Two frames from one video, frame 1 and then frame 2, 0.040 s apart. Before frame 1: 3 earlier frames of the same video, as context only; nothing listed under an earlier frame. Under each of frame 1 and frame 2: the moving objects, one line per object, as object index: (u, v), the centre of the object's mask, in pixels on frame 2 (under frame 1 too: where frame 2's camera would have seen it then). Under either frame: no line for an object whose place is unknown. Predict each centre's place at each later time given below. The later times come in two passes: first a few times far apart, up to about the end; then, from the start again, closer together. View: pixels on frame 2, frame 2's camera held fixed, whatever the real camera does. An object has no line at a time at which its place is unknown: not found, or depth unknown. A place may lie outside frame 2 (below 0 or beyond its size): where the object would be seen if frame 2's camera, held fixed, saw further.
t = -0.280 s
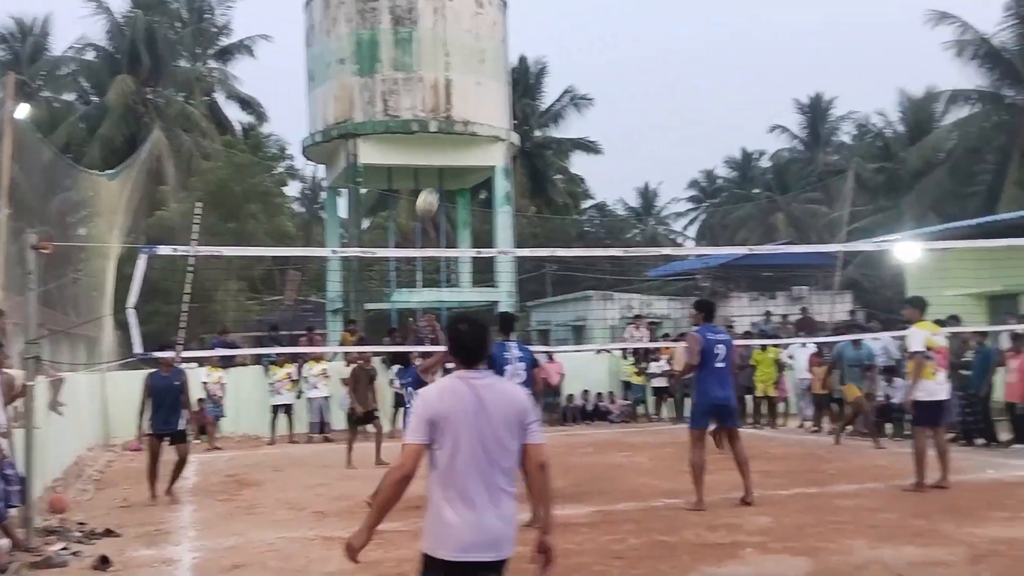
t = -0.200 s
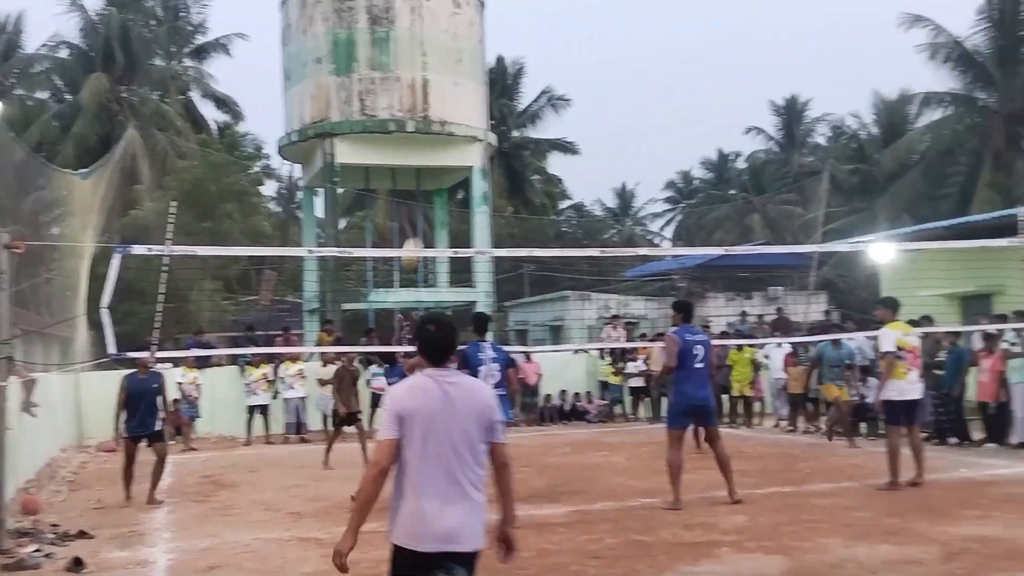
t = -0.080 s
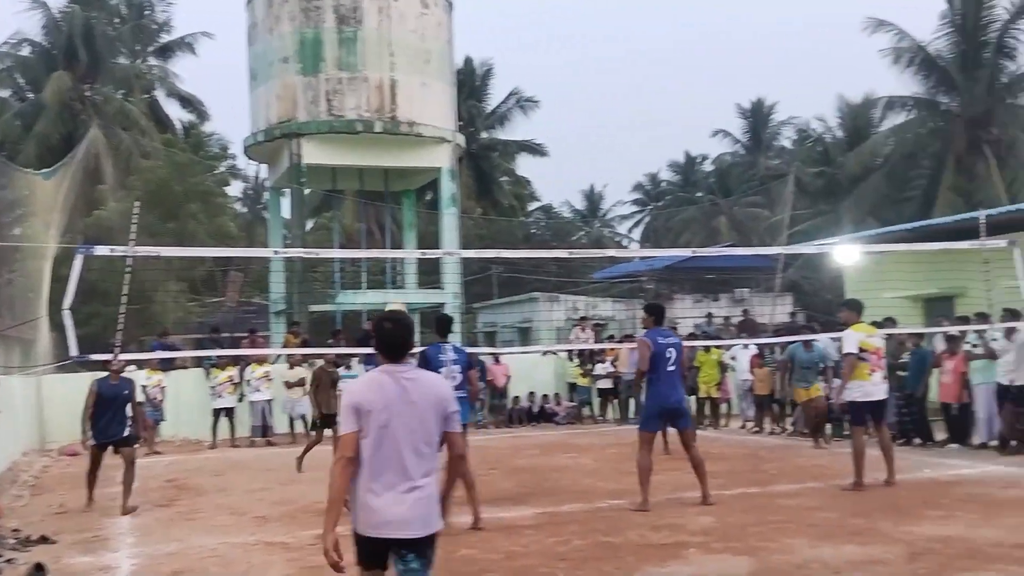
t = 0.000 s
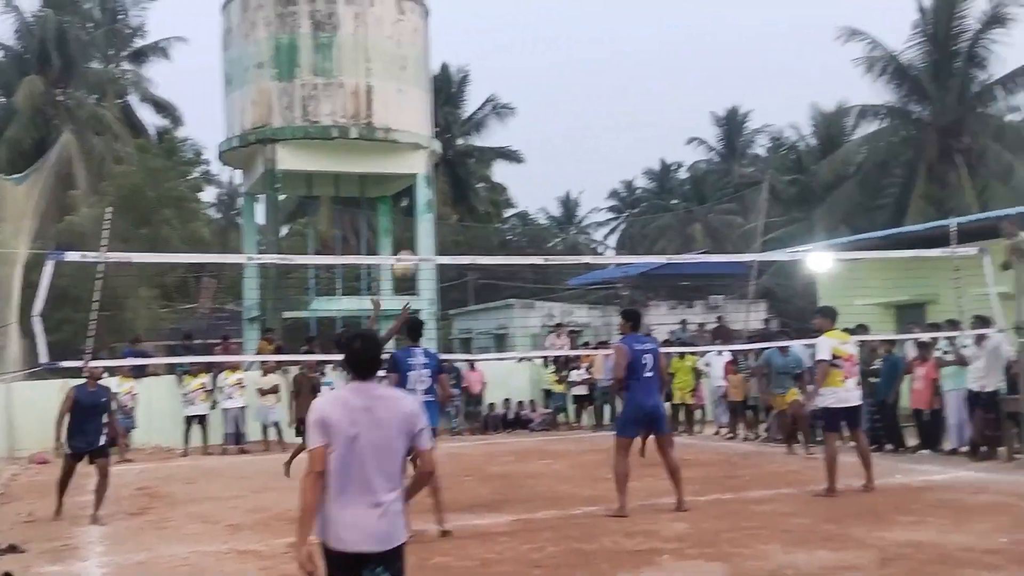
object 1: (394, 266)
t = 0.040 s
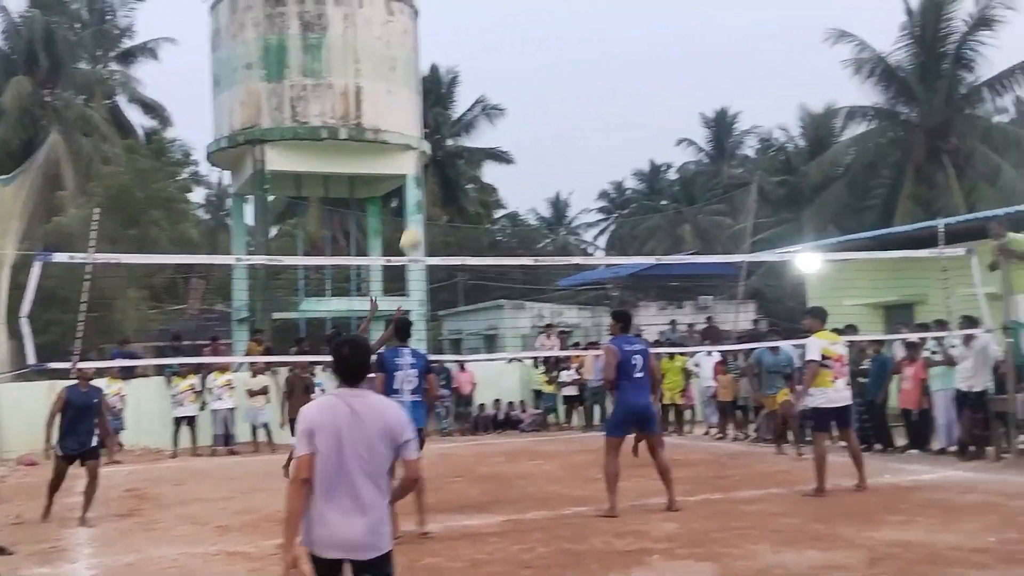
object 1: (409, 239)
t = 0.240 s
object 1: (492, 143)
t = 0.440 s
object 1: (566, 90)
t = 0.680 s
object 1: (644, 77)
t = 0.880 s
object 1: (701, 104)
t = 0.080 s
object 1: (430, 214)
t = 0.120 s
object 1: (445, 194)
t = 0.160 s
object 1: (462, 175)
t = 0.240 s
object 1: (492, 143)
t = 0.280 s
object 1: (508, 128)
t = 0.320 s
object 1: (524, 117)
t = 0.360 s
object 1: (538, 106)
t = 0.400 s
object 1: (552, 97)
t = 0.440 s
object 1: (566, 90)
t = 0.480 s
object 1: (580, 84)
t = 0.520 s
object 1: (593, 80)
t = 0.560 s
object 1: (606, 77)
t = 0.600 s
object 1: (619, 76)
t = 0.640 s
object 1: (632, 76)
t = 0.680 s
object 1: (644, 77)
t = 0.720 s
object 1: (656, 80)
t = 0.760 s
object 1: (668, 84)
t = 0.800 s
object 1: (680, 90)
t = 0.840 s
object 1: (692, 96)
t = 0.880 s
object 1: (701, 104)
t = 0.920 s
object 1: (714, 113)
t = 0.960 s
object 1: (724, 124)
